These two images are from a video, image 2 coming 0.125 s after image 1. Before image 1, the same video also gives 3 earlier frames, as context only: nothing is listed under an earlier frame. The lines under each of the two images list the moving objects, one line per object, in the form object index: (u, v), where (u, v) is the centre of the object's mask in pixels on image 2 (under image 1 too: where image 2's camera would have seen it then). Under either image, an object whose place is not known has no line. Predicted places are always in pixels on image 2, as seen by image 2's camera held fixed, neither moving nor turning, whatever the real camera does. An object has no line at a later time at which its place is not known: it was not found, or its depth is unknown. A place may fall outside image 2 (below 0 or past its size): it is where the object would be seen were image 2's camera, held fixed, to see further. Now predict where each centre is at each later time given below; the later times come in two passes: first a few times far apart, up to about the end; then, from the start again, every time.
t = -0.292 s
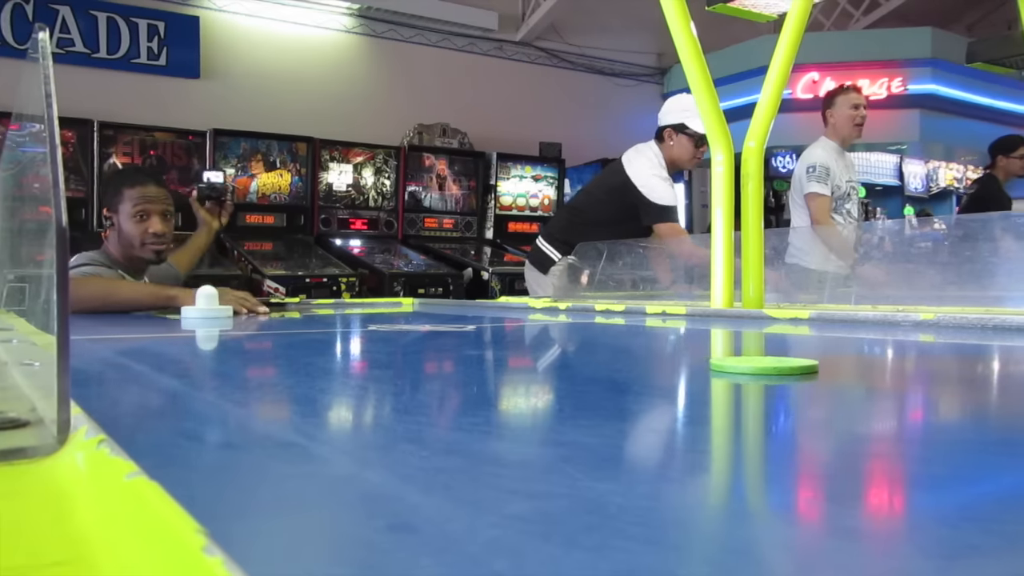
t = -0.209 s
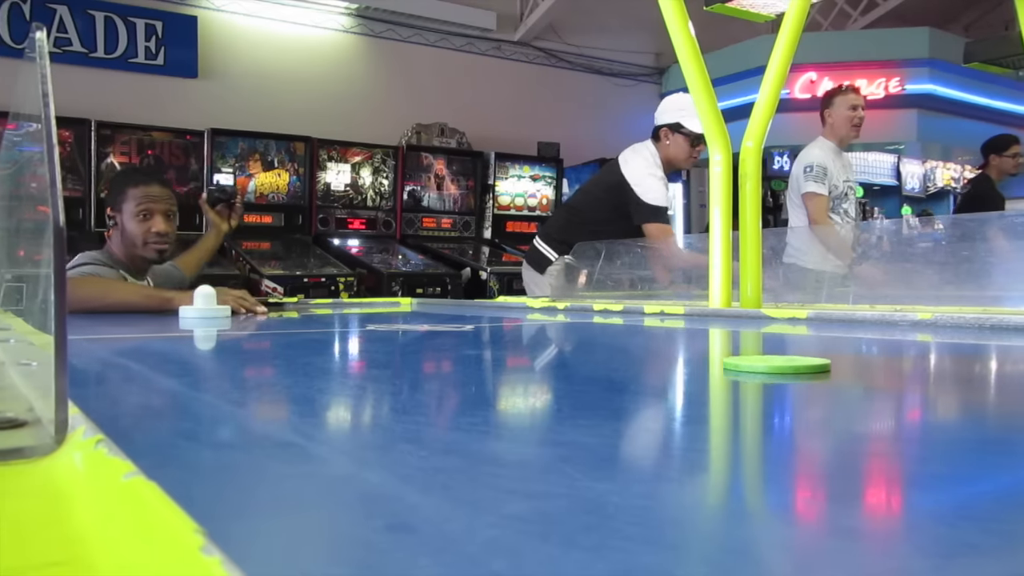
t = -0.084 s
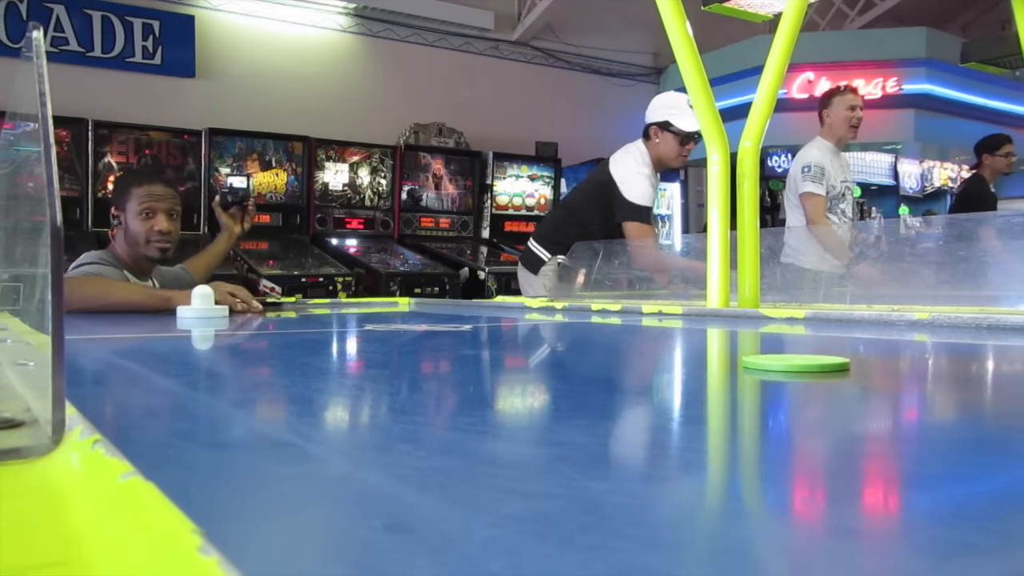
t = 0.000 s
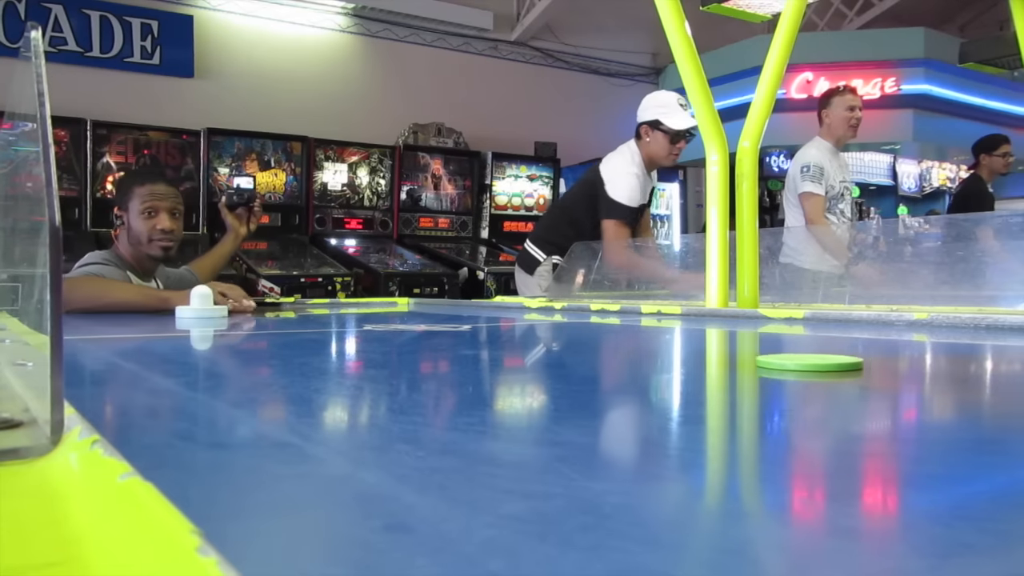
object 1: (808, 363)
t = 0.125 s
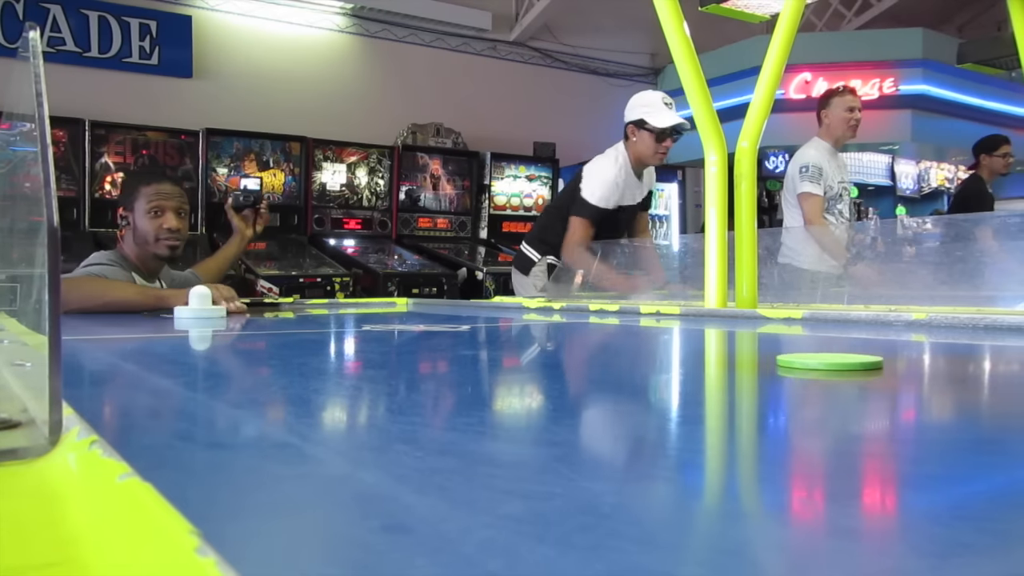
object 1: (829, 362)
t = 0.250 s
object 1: (851, 361)
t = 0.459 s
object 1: (886, 359)
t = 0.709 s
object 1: (928, 357)
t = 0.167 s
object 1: (836, 362)
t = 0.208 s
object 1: (844, 361)
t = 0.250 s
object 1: (851, 361)
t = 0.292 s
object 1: (858, 361)
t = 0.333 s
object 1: (865, 360)
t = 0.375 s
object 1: (872, 360)
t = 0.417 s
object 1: (879, 360)
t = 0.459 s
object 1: (886, 359)
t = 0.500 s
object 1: (893, 359)
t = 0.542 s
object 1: (900, 359)
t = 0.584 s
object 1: (907, 358)
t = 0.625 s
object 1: (914, 358)
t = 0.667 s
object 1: (921, 358)
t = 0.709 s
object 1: (928, 357)
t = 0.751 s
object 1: (935, 358)
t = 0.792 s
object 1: (941, 357)
